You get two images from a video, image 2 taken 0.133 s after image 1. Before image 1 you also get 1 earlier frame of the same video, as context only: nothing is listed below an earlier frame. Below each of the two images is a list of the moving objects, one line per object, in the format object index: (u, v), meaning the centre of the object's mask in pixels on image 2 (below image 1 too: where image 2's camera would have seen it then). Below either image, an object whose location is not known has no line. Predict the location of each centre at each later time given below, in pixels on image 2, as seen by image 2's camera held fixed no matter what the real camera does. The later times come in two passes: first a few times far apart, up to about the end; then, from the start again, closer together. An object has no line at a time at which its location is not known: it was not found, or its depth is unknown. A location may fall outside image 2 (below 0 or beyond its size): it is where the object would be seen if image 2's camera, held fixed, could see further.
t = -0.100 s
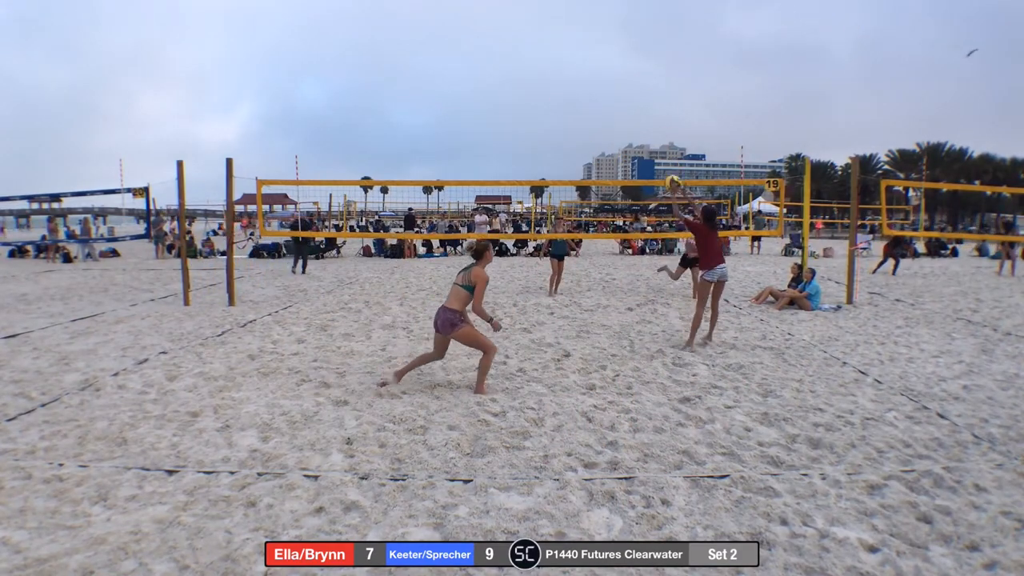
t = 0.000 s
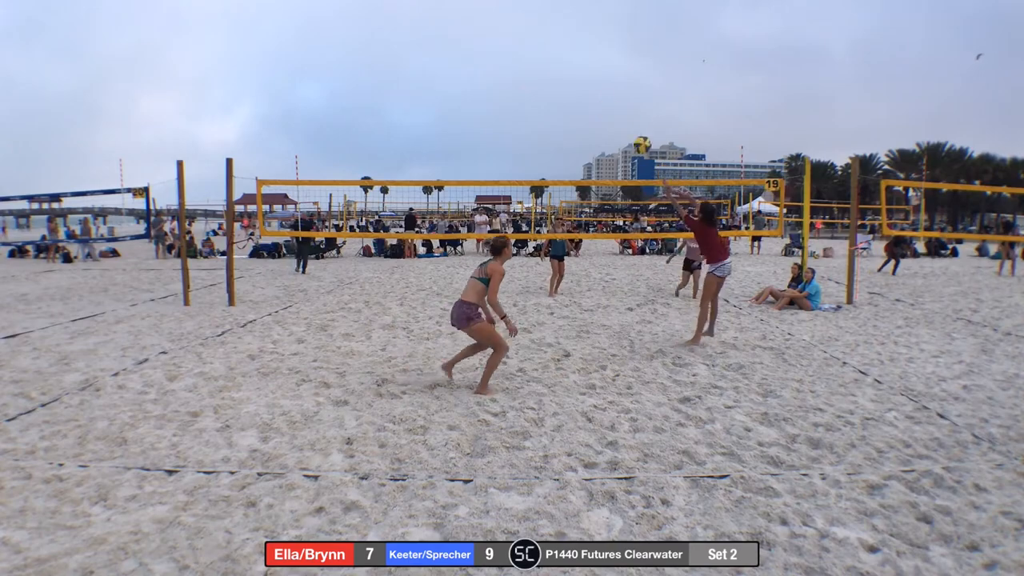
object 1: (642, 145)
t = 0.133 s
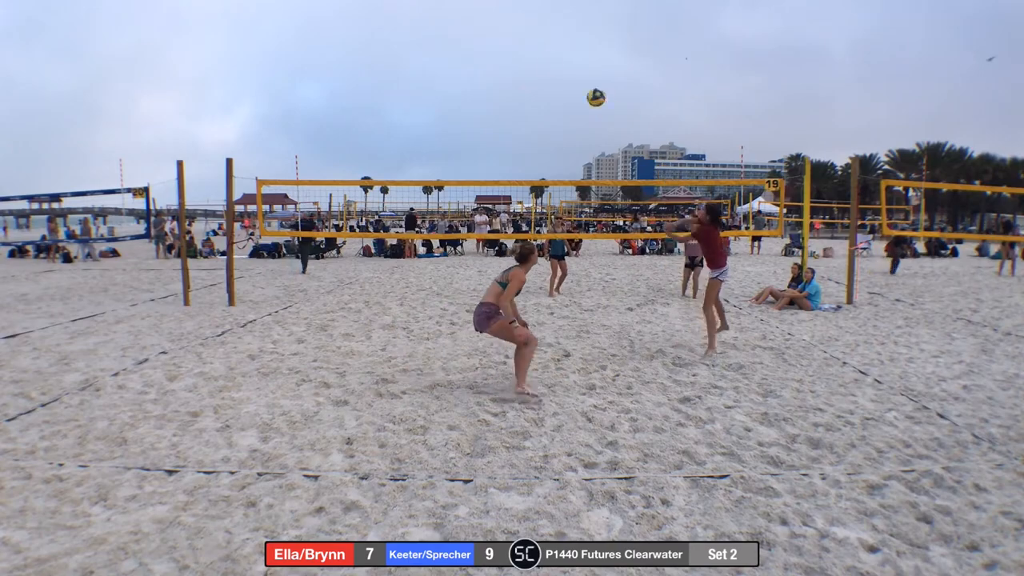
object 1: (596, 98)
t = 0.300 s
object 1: (536, 57)
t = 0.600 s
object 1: (423, 44)
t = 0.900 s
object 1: (308, 111)
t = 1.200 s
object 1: (203, 261)
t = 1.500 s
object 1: (121, 327)
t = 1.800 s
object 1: (50, 307)
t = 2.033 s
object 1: (5, 347)
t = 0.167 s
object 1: (584, 88)
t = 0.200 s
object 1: (572, 79)
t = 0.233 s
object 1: (560, 71)
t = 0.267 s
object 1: (548, 63)
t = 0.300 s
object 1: (536, 57)
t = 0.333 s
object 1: (523, 52)
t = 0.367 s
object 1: (511, 48)
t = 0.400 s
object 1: (499, 44)
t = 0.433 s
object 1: (486, 42)
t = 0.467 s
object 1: (474, 40)
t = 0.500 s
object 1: (461, 40)
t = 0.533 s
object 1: (449, 40)
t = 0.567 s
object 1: (436, 42)
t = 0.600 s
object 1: (423, 44)
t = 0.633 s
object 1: (411, 47)
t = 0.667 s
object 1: (398, 52)
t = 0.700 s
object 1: (385, 58)
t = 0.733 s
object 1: (372, 64)
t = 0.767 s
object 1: (359, 71)
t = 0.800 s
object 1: (347, 80)
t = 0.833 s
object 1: (334, 89)
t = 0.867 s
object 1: (321, 100)
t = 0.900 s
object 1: (308, 111)
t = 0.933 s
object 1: (296, 124)
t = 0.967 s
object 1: (284, 138)
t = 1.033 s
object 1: (259, 169)
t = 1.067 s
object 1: (247, 185)
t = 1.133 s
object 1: (224, 222)
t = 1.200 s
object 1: (203, 261)
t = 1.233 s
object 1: (193, 283)
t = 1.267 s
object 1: (183, 304)
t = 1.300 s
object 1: (173, 326)
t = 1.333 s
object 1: (164, 349)
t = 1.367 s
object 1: (155, 361)
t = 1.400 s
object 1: (146, 351)
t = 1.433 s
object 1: (137, 342)
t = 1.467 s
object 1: (129, 334)
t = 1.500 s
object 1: (121, 327)
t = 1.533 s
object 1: (112, 321)
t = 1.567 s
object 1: (104, 315)
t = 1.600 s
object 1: (96, 311)
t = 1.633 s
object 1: (88, 308)
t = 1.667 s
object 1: (79, 306)
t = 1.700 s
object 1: (72, 305)
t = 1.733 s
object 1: (65, 305)
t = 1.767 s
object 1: (57, 306)
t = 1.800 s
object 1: (50, 307)
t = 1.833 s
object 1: (42, 310)
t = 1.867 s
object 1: (35, 314)
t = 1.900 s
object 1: (28, 319)
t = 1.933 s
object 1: (21, 324)
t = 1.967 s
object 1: (15, 331)
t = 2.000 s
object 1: (9, 338)
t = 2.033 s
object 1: (5, 347)
